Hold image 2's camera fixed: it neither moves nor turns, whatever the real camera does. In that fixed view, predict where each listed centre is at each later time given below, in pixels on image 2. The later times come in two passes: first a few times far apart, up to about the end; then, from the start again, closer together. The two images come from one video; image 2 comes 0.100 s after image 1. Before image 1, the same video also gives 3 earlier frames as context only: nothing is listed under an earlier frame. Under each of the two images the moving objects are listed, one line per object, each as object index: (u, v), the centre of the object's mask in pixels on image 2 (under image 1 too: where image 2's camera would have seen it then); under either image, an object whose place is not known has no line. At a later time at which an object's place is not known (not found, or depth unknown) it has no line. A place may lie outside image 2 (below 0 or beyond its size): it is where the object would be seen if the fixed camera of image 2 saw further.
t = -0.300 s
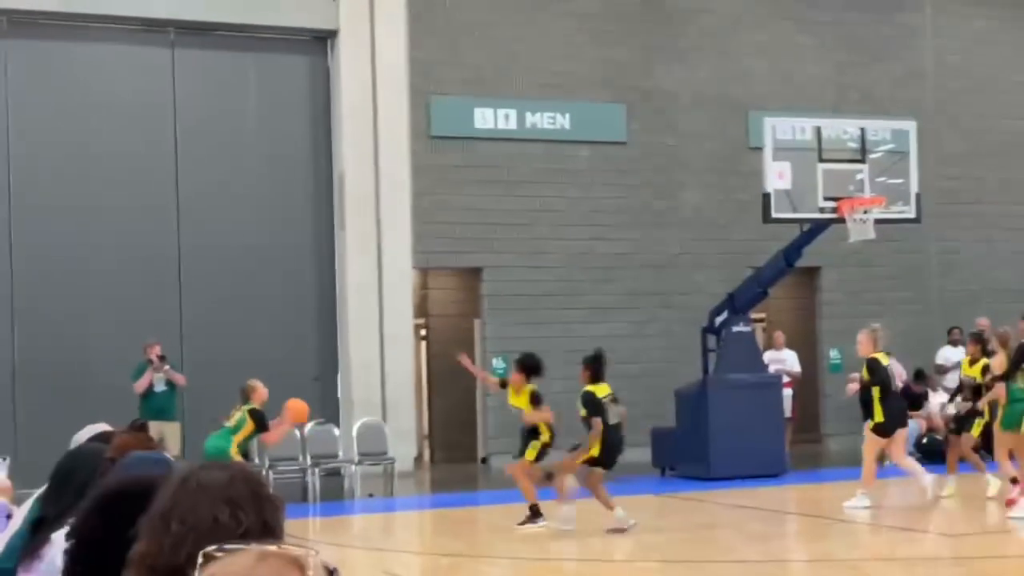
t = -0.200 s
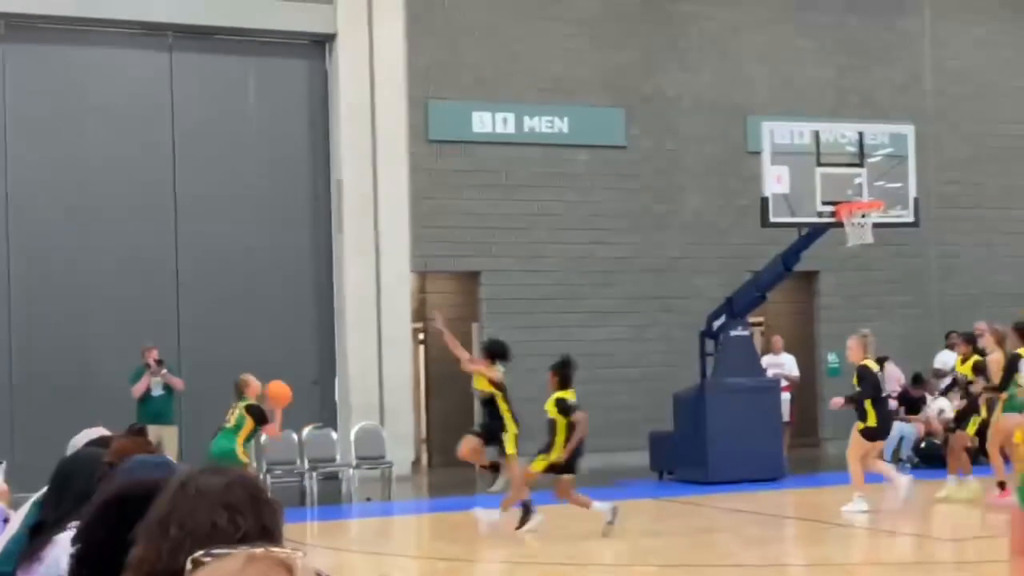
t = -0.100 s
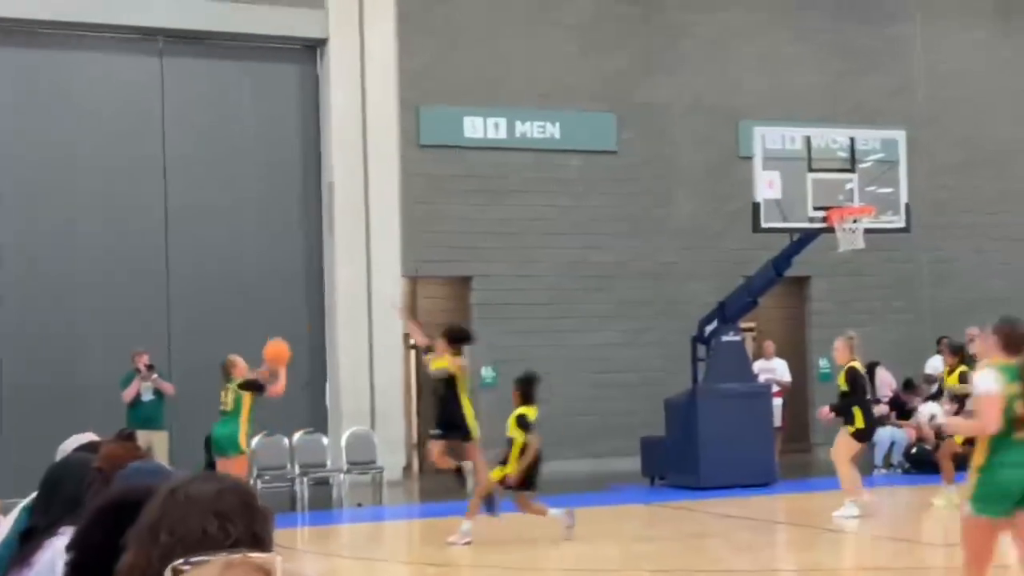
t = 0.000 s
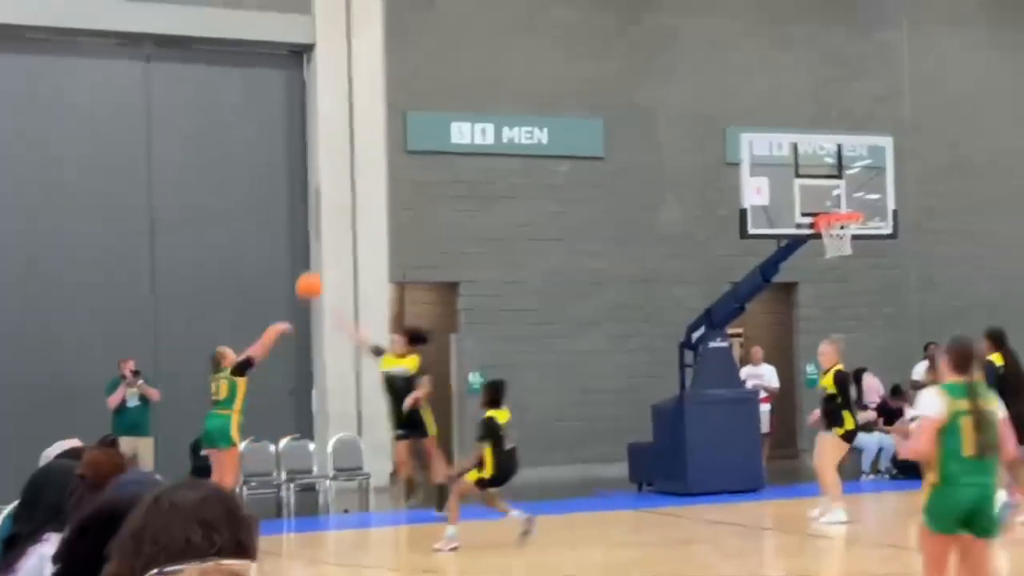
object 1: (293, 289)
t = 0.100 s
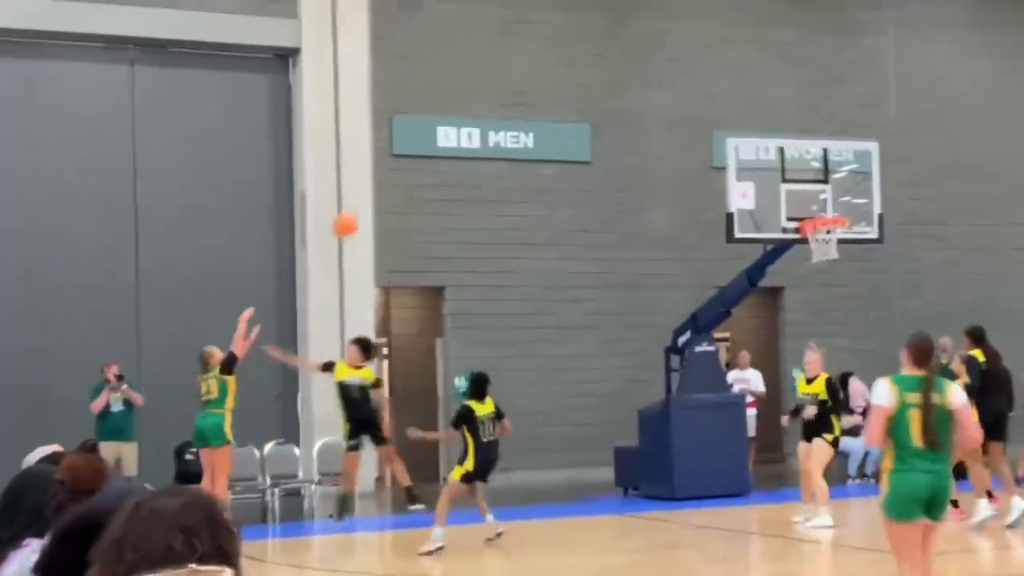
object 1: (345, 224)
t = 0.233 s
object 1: (408, 156)
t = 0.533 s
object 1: (543, 80)
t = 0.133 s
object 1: (362, 205)
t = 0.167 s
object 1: (379, 187)
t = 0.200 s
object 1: (394, 171)
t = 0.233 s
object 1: (408, 156)
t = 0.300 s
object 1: (439, 130)
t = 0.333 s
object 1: (456, 118)
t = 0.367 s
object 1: (471, 109)
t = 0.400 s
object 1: (485, 101)
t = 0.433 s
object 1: (500, 94)
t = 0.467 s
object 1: (514, 88)
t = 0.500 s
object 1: (528, 84)
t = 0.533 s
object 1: (543, 80)
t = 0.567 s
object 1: (557, 77)
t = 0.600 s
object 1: (572, 75)
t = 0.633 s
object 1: (585, 74)
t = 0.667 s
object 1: (599, 74)
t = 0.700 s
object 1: (613, 75)
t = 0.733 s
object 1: (626, 77)
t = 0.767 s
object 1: (640, 81)
